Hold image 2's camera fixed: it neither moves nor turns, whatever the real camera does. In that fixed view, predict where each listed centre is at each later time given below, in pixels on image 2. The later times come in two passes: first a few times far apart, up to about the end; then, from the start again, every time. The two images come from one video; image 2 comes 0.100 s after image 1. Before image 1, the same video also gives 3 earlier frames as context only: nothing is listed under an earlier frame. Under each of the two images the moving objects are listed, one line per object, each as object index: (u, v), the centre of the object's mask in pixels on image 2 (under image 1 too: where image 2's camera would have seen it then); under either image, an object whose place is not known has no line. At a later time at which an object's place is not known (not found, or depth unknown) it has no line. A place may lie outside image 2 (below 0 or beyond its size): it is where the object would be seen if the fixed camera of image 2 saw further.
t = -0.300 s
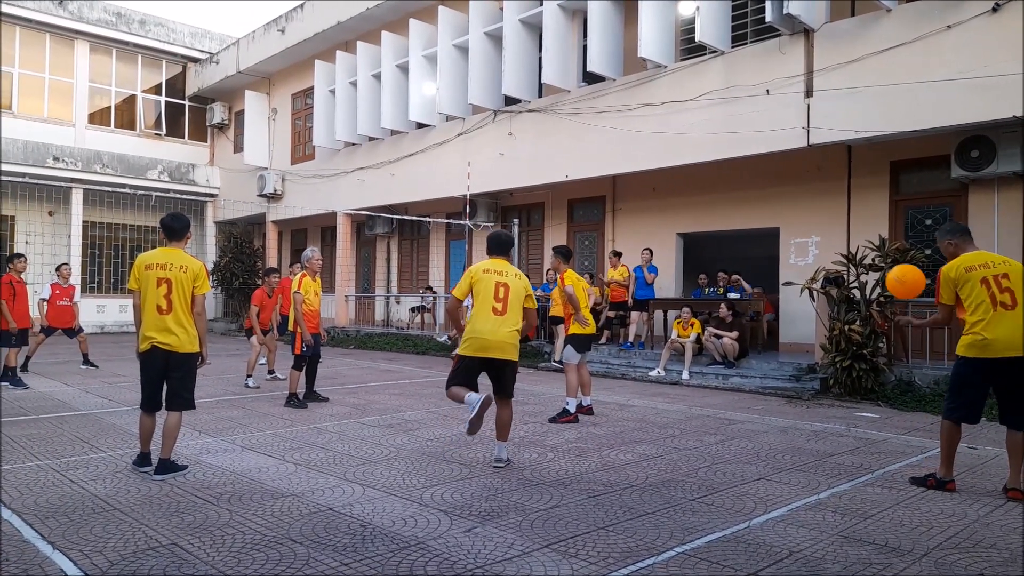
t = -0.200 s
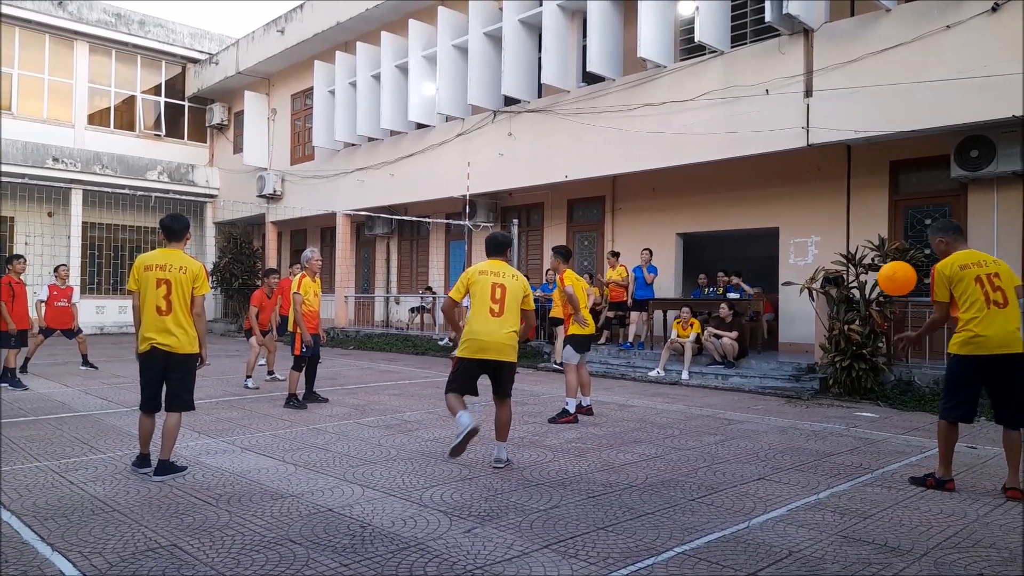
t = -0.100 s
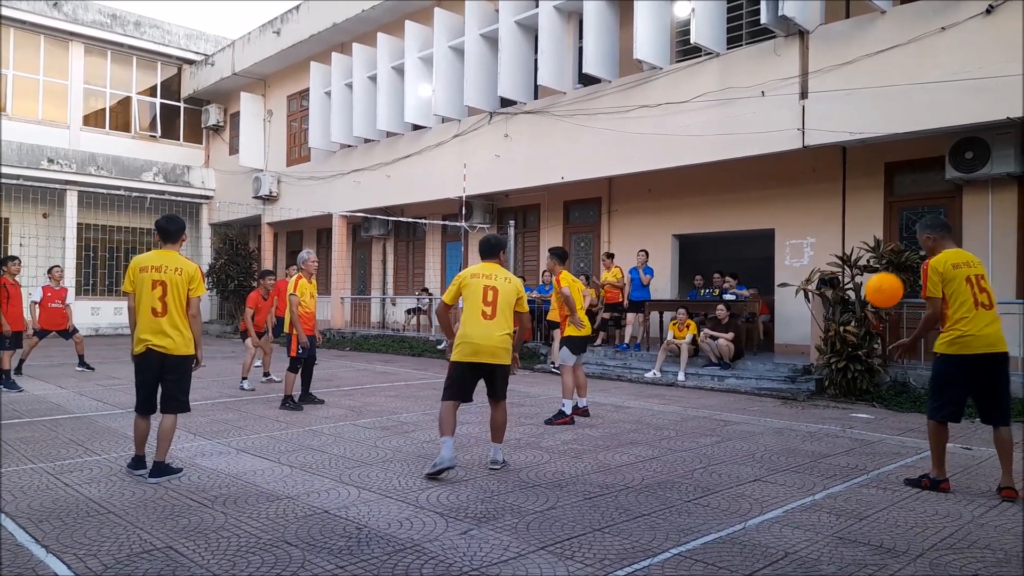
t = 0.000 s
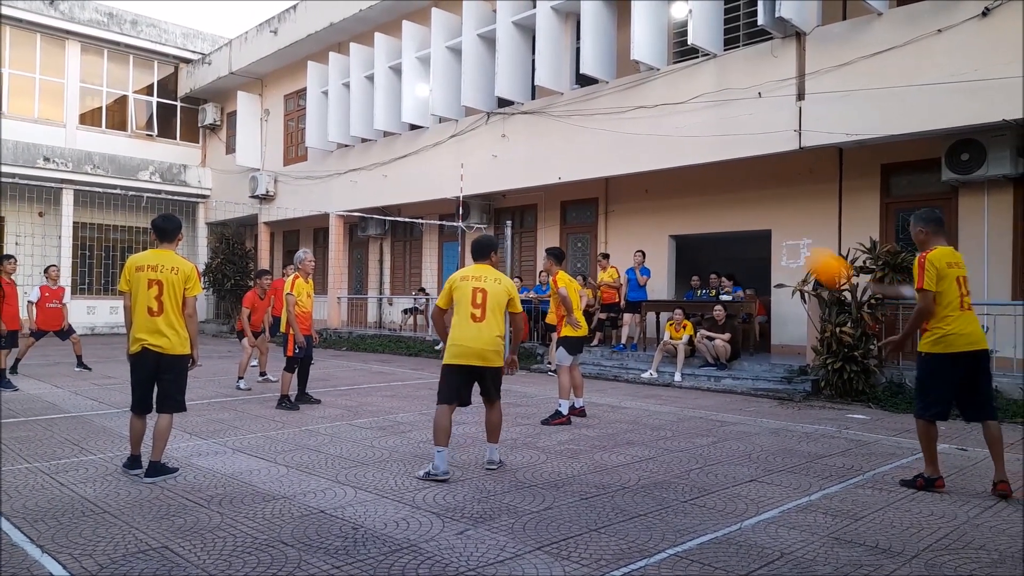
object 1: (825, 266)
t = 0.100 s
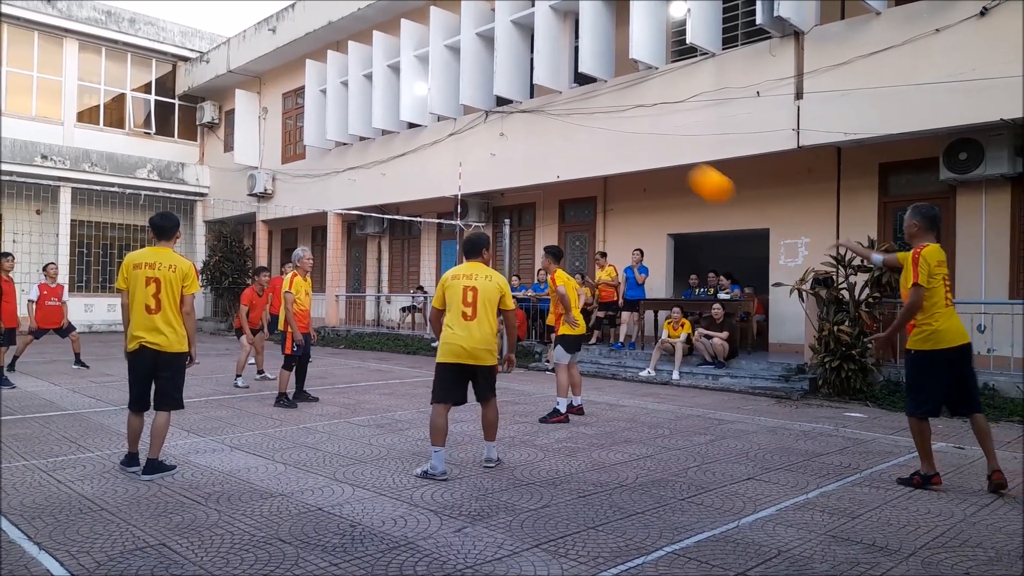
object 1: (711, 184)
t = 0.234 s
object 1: (592, 109)
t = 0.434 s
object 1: (468, 49)
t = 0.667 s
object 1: (362, 37)
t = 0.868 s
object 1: (292, 67)
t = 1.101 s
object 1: (225, 131)
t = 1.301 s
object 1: (177, 206)
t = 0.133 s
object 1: (681, 165)
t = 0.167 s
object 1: (647, 143)
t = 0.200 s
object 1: (619, 125)
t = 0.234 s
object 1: (592, 109)
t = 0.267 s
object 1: (569, 96)
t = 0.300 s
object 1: (546, 84)
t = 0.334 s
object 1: (525, 74)
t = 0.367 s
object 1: (505, 64)
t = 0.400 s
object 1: (486, 56)
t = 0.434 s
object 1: (468, 49)
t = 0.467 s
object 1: (451, 44)
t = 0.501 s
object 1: (435, 40)
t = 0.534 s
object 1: (420, 37)
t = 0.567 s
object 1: (403, 35)
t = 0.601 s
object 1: (389, 34)
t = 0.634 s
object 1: (374, 35)
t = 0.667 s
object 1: (362, 37)
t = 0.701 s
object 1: (349, 40)
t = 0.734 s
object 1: (337, 43)
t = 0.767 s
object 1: (325, 48)
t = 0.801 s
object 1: (314, 53)
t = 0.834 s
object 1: (302, 59)
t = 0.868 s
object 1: (292, 67)
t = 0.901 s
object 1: (282, 74)
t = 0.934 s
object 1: (272, 82)
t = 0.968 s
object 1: (262, 90)
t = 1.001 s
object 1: (253, 100)
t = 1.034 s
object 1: (242, 110)
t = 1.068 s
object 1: (233, 121)
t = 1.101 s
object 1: (225, 131)
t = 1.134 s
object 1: (216, 142)
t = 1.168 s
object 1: (207, 154)
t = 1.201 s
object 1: (200, 166)
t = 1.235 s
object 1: (192, 179)
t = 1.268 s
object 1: (185, 194)
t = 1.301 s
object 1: (177, 206)
